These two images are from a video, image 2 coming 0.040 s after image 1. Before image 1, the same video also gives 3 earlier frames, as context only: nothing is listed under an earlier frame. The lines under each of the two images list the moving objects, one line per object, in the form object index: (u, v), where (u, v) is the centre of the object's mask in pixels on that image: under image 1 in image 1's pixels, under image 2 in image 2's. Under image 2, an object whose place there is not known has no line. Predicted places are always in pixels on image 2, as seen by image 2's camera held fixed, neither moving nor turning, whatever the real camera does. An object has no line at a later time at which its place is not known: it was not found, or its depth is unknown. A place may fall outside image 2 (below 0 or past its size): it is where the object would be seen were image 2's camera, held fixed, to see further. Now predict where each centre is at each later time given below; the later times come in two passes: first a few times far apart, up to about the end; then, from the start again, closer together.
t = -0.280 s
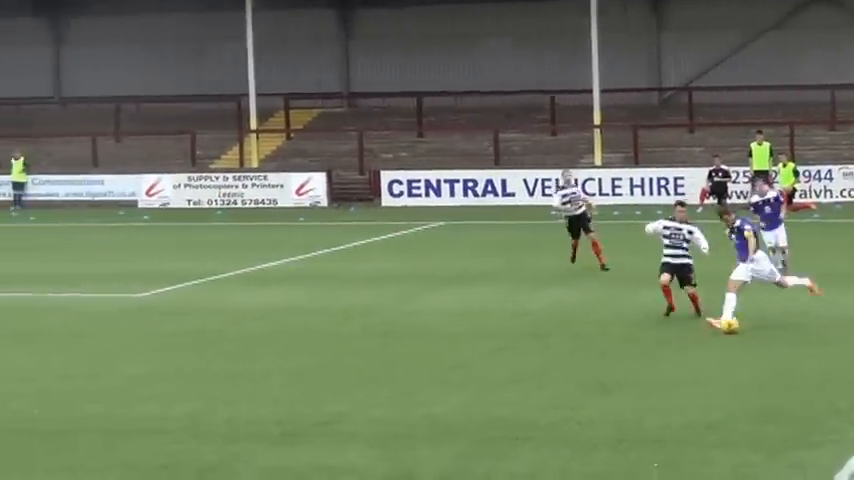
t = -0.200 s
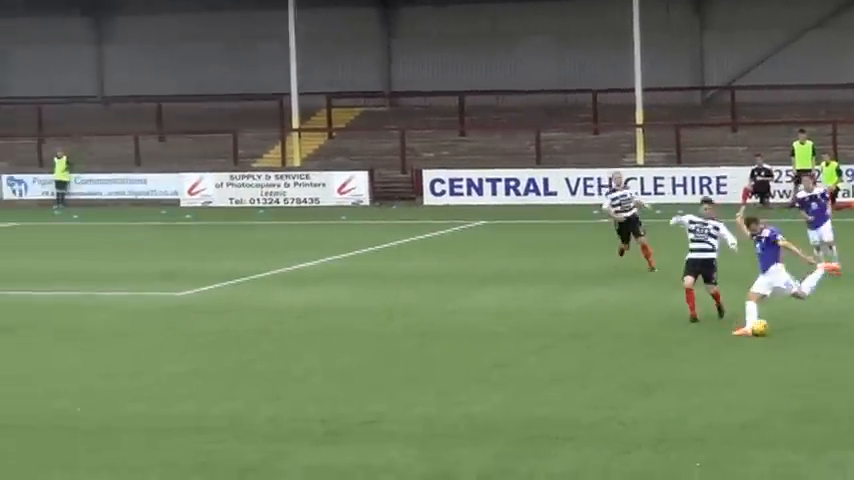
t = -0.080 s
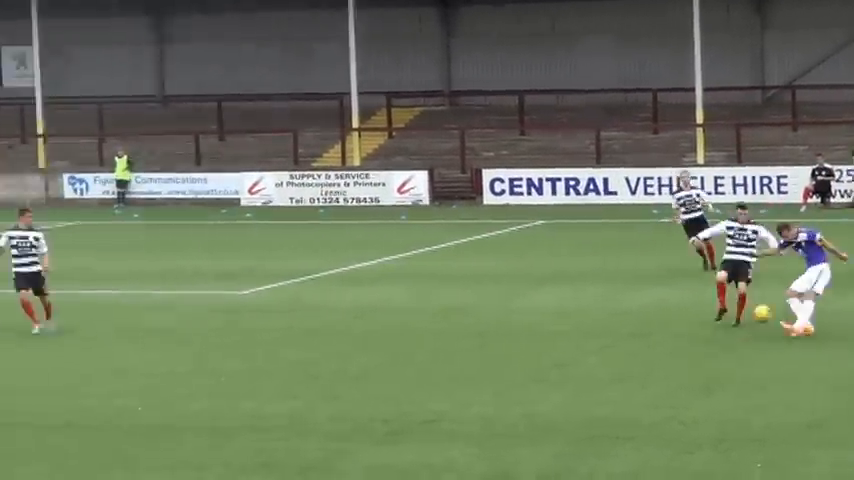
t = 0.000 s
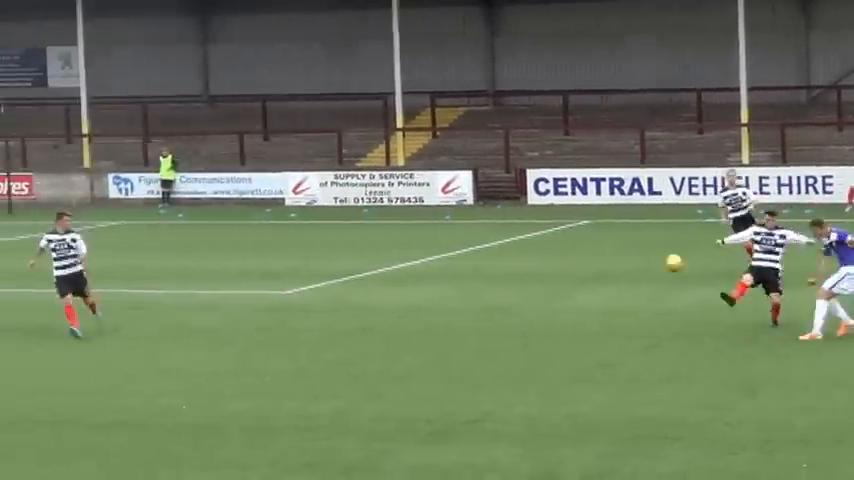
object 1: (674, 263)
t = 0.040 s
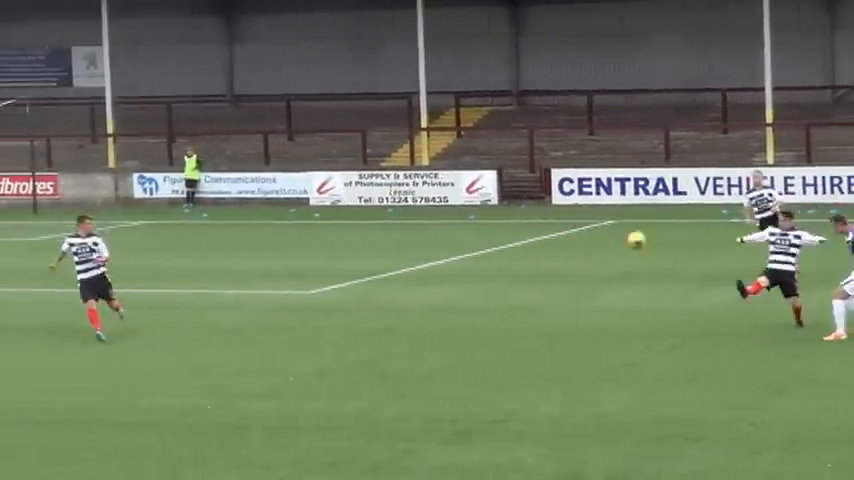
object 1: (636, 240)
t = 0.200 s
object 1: (418, 158)
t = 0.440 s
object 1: (160, 69)
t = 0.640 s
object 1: (-2, 23)
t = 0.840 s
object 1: (-130, -1)
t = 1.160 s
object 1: (-280, 4)
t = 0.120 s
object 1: (521, 197)
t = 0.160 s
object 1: (469, 177)
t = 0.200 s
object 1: (418, 158)
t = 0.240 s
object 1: (369, 141)
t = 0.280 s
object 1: (322, 125)
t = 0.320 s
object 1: (279, 110)
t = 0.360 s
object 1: (236, 95)
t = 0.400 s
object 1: (197, 82)
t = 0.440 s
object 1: (160, 69)
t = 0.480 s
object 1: (124, 58)
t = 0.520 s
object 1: (91, 48)
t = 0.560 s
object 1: (59, 39)
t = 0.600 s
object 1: (28, 31)
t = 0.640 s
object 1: (-2, 23)
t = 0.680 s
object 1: (-30, 17)
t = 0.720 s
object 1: (-57, 12)
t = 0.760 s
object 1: (-83, 6)
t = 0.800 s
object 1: (-107, 2)
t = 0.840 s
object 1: (-130, -1)
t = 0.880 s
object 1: (-152, -2)
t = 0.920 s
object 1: (-175, -4)
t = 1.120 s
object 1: (-264, 1)
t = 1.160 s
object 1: (-280, 4)
